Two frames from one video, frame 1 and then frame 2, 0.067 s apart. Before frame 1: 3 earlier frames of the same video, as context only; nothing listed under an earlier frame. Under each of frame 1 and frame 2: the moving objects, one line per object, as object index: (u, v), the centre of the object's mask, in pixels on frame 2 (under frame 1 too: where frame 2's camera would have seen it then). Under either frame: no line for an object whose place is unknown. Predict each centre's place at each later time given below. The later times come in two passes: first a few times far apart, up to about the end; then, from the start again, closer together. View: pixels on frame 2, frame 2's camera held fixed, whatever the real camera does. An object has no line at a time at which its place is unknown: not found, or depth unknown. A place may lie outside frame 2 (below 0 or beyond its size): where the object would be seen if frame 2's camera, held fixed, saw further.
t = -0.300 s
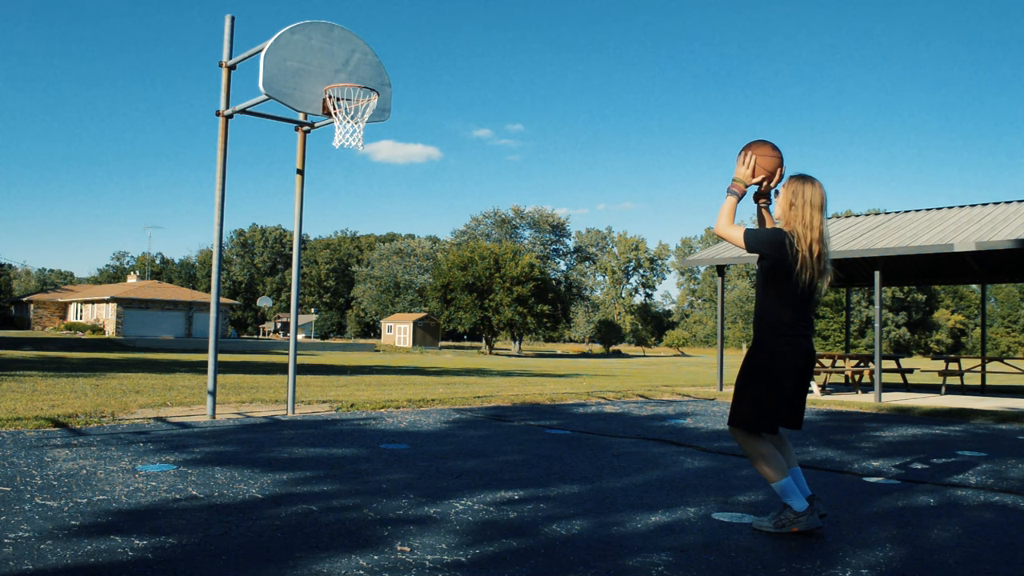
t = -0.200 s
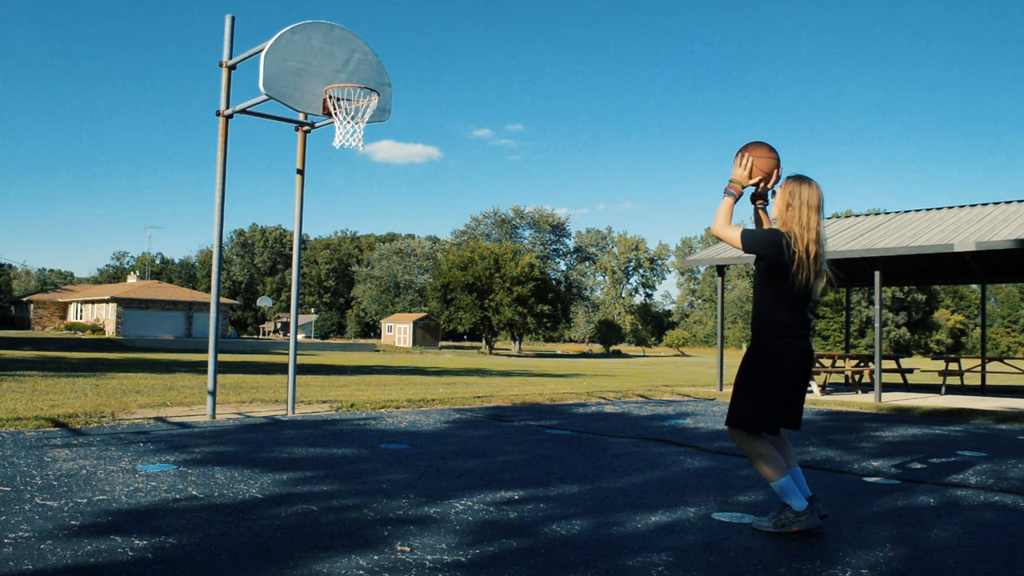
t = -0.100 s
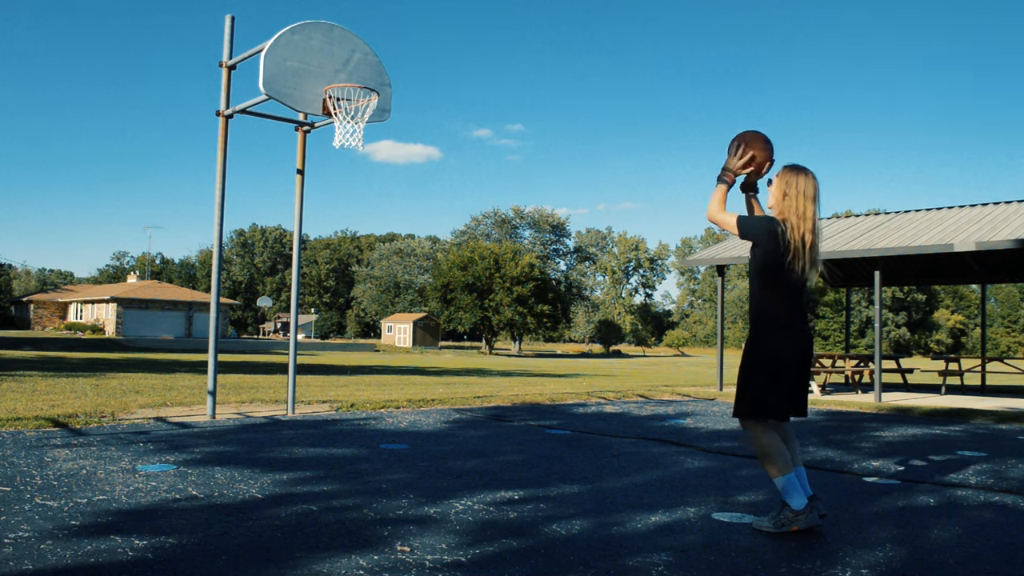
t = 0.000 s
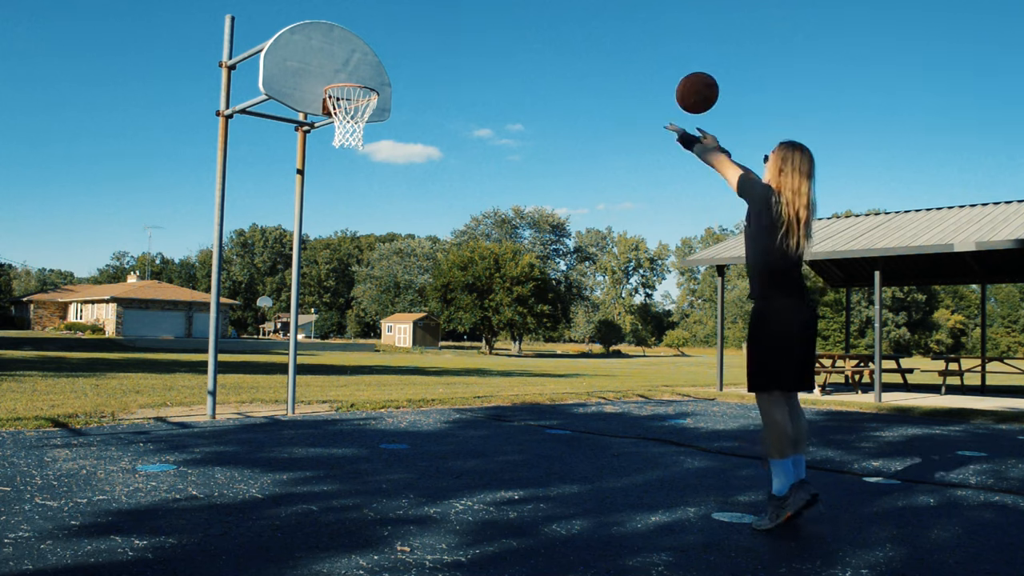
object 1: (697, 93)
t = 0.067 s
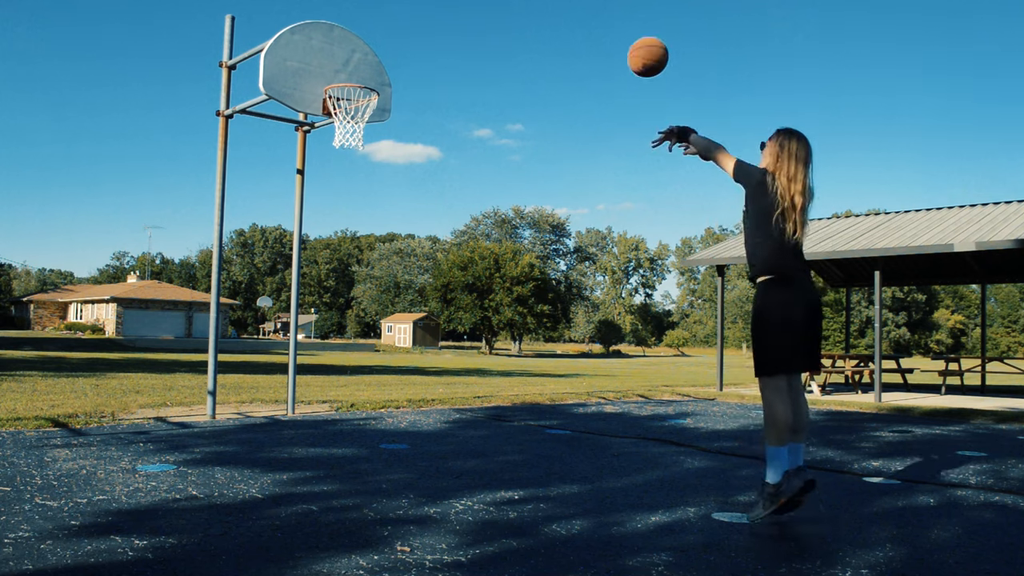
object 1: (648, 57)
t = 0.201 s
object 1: (563, 16)
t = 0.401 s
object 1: (463, 9)
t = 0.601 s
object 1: (383, 38)
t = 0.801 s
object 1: (341, 66)
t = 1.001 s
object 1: (365, 16)
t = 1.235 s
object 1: (391, 10)
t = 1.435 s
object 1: (412, 47)
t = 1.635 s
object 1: (431, 128)
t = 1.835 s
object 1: (450, 258)
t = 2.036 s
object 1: (468, 419)
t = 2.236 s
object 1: (481, 290)
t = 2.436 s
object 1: (492, 206)
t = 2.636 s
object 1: (502, 167)
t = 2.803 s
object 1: (509, 166)
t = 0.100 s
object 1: (625, 43)
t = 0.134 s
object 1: (603, 32)
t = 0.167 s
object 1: (583, 22)
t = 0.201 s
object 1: (563, 16)
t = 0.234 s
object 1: (544, 12)
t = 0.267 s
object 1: (527, 10)
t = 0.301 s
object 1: (510, 9)
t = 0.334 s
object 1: (494, 8)
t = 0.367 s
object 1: (478, 8)
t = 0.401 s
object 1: (463, 9)
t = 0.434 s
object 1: (448, 10)
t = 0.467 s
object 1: (434, 12)
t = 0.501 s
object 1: (421, 16)
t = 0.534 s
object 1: (408, 23)
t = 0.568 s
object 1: (395, 30)
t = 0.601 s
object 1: (383, 38)
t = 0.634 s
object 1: (371, 48)
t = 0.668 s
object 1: (360, 58)
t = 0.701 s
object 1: (349, 68)
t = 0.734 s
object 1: (337, 77)
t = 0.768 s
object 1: (336, 77)
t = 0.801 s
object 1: (341, 66)
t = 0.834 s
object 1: (345, 55)
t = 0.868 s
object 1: (349, 45)
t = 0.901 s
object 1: (353, 36)
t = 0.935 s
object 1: (357, 29)
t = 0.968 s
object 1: (361, 22)
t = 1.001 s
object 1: (365, 16)
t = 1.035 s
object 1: (369, 12)
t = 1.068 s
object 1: (373, 10)
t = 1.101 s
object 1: (377, 9)
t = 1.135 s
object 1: (380, 8)
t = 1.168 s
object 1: (384, 8)
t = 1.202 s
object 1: (388, 9)
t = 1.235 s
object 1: (391, 10)
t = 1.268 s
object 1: (395, 12)
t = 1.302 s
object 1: (398, 16)
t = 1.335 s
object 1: (401, 22)
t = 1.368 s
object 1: (405, 29)
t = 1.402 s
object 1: (408, 37)
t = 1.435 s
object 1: (412, 47)
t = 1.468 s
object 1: (415, 57)
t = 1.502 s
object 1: (418, 69)
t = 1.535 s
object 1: (421, 82)
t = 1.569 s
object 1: (425, 96)
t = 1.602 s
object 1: (428, 111)
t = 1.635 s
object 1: (431, 128)
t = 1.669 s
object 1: (435, 146)
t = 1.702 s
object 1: (438, 166)
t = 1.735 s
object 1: (441, 186)
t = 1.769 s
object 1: (444, 208)
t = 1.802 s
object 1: (447, 232)
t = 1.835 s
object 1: (450, 258)
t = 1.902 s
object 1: (456, 312)
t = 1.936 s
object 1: (459, 341)
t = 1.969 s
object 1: (462, 372)
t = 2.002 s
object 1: (465, 404)
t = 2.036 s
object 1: (468, 419)
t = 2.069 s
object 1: (470, 394)
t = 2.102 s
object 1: (473, 371)
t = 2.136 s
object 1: (474, 349)
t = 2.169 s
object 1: (477, 328)
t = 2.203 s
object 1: (479, 308)
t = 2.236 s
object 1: (481, 290)
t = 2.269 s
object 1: (483, 272)
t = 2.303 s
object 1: (486, 257)
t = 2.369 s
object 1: (489, 229)
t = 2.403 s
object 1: (491, 217)
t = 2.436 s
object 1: (492, 206)
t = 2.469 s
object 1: (494, 197)
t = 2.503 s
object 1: (496, 188)
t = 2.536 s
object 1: (497, 181)
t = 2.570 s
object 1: (499, 175)
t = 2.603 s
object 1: (500, 170)
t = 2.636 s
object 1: (502, 167)
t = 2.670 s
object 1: (503, 164)
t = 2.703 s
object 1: (505, 163)
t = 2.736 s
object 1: (506, 163)
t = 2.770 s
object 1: (507, 164)
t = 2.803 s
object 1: (509, 166)
